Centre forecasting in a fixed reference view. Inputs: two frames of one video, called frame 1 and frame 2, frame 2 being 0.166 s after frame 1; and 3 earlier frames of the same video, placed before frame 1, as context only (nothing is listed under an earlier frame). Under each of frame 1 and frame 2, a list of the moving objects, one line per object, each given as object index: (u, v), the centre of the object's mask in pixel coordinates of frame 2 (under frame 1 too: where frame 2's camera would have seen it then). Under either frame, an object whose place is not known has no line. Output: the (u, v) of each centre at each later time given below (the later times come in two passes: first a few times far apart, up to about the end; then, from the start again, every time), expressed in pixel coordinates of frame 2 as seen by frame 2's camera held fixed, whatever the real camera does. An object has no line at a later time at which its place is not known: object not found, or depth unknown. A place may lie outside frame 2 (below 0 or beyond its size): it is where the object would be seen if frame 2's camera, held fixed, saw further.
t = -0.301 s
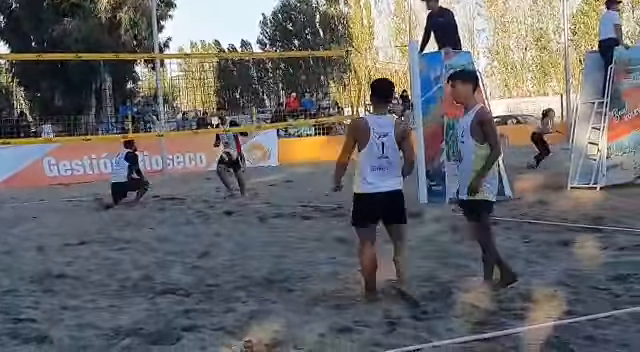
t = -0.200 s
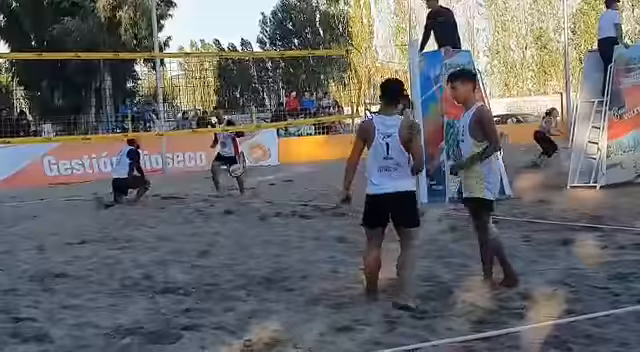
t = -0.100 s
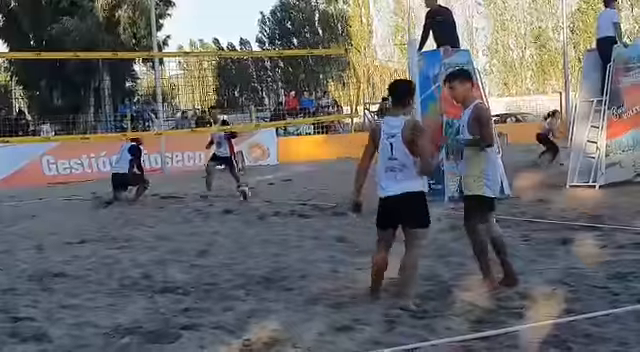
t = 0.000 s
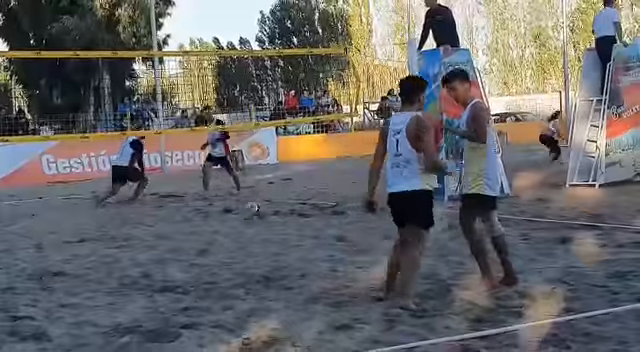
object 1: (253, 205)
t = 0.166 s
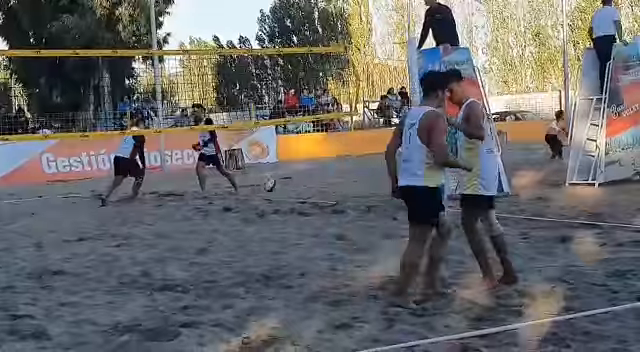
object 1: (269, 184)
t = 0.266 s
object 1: (281, 179)
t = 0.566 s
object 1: (319, 211)
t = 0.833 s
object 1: (349, 224)
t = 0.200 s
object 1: (273, 182)
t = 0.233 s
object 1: (279, 180)
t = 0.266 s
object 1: (281, 179)
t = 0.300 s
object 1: (283, 180)
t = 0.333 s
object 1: (287, 181)
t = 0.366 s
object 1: (291, 183)
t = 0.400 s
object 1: (298, 185)
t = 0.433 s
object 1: (300, 187)
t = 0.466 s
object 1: (304, 192)
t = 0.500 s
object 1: (310, 198)
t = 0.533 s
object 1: (313, 204)
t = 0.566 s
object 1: (319, 211)
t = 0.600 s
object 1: (324, 219)
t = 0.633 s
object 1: (326, 221)
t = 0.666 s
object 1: (330, 221)
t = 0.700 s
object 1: (333, 221)
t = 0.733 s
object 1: (339, 223)
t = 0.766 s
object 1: (341, 223)
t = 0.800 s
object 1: (345, 224)
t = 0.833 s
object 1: (349, 224)
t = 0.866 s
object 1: (353, 227)
